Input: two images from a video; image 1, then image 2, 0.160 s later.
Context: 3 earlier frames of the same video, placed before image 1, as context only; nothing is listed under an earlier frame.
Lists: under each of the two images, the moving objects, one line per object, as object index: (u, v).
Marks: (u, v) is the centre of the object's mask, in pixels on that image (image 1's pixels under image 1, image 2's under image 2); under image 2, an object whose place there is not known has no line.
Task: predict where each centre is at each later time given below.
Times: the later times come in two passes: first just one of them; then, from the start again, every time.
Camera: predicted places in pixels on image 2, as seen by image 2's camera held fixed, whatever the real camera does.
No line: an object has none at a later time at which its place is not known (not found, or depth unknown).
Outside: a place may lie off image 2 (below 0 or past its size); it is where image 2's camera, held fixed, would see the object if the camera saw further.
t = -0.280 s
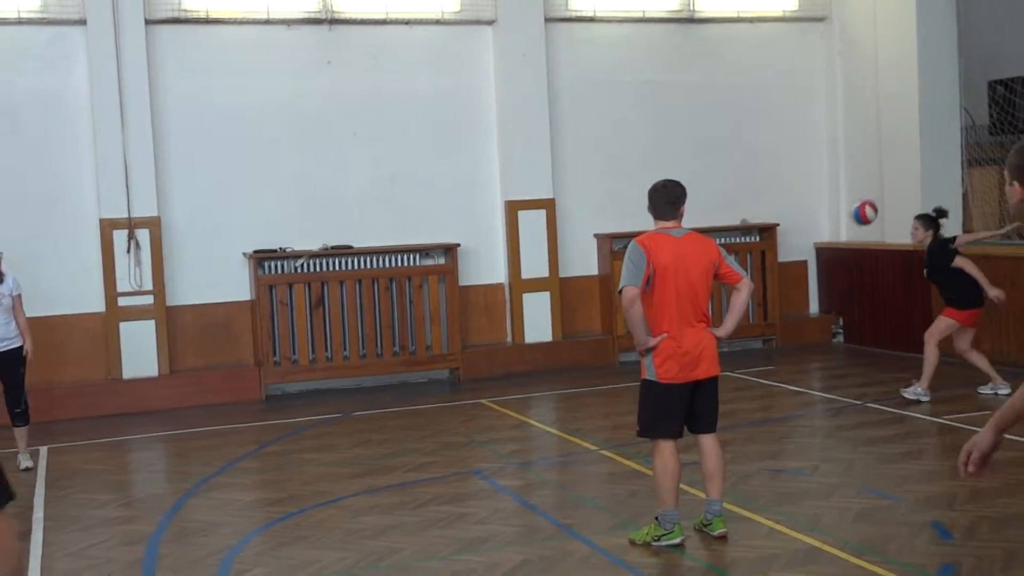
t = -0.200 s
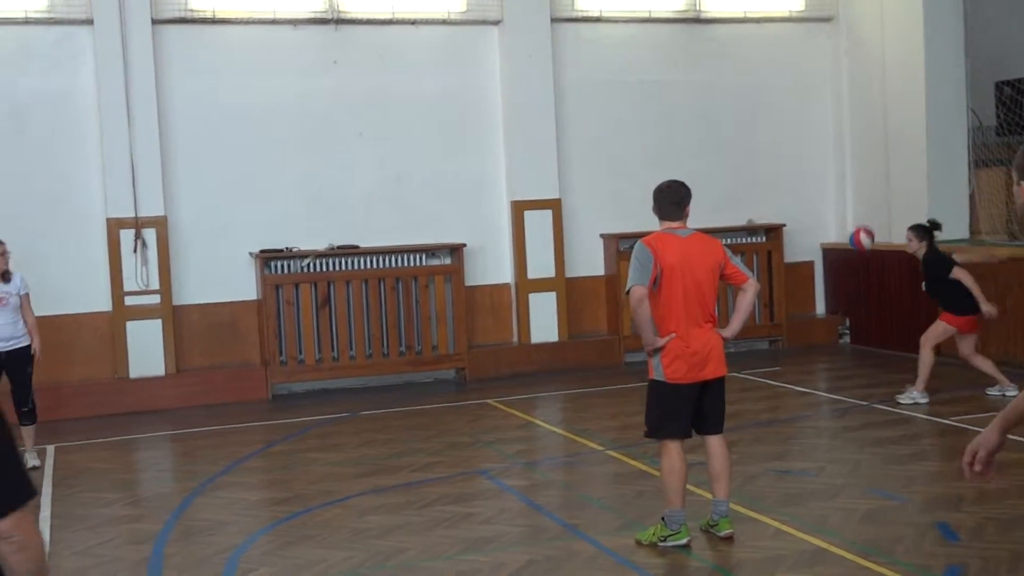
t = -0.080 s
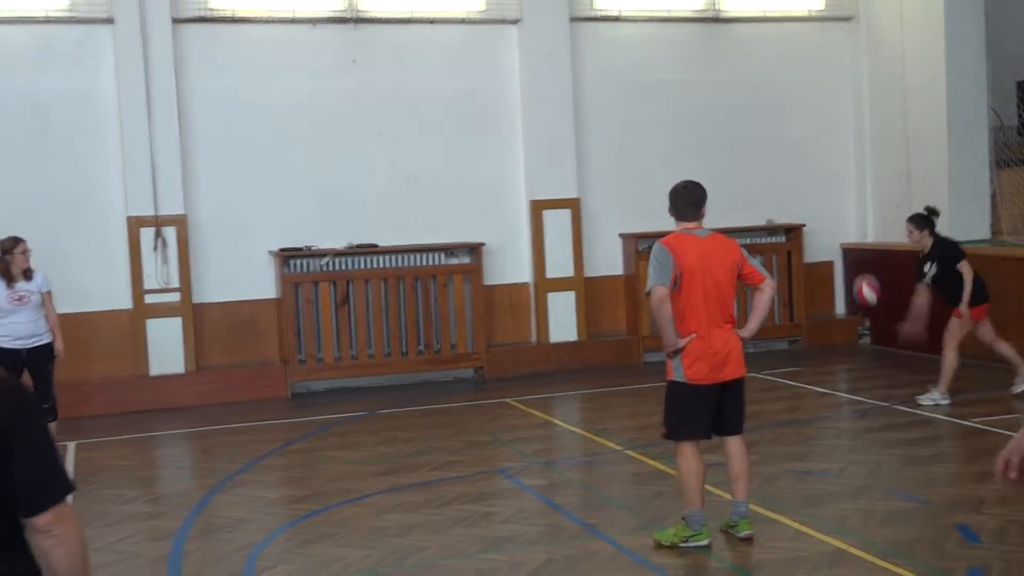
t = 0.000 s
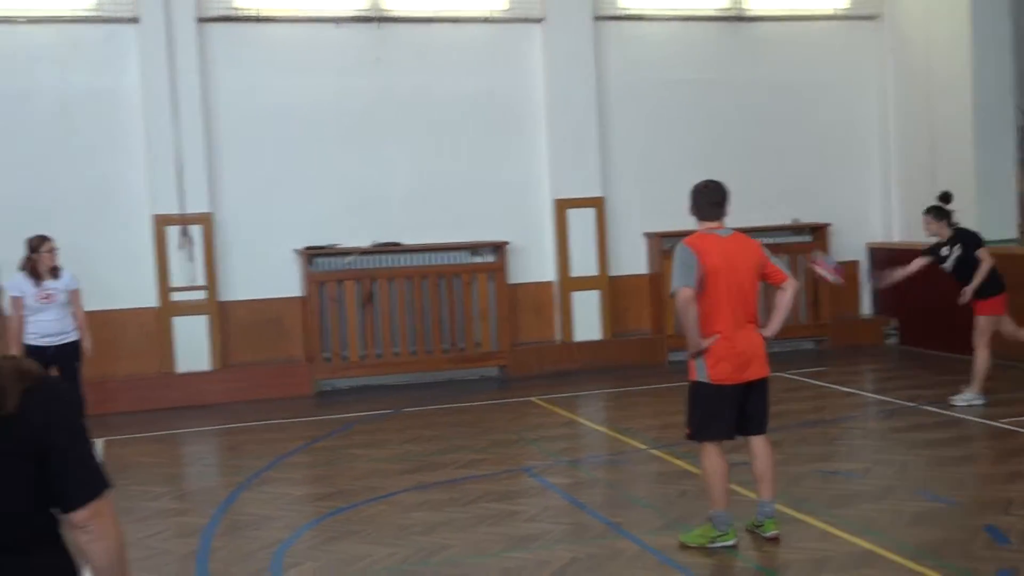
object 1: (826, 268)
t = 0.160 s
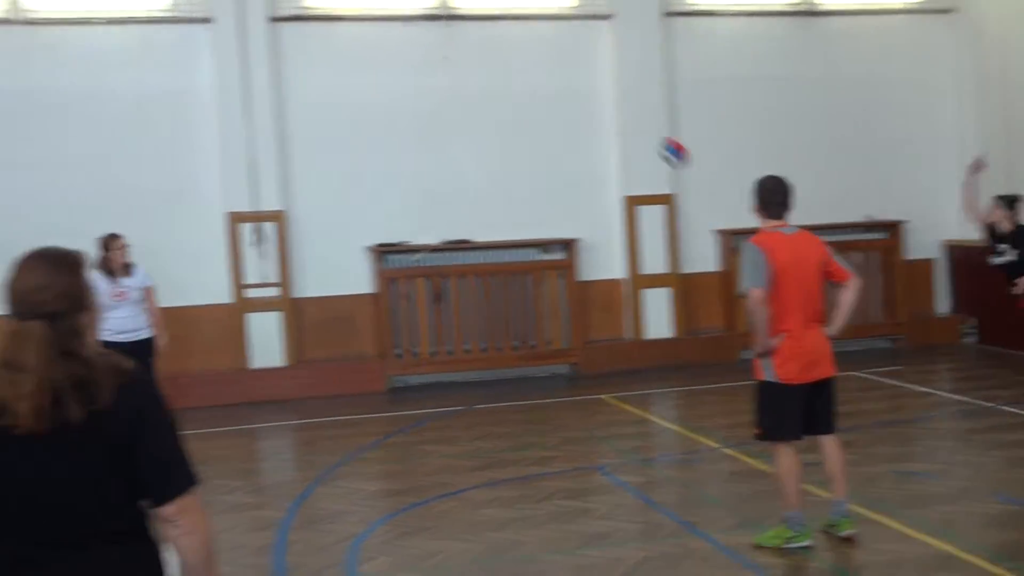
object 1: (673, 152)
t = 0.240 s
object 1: (562, 105)
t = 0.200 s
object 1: (619, 129)
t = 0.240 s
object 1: (562, 105)
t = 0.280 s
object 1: (504, 83)
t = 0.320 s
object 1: (448, 65)
